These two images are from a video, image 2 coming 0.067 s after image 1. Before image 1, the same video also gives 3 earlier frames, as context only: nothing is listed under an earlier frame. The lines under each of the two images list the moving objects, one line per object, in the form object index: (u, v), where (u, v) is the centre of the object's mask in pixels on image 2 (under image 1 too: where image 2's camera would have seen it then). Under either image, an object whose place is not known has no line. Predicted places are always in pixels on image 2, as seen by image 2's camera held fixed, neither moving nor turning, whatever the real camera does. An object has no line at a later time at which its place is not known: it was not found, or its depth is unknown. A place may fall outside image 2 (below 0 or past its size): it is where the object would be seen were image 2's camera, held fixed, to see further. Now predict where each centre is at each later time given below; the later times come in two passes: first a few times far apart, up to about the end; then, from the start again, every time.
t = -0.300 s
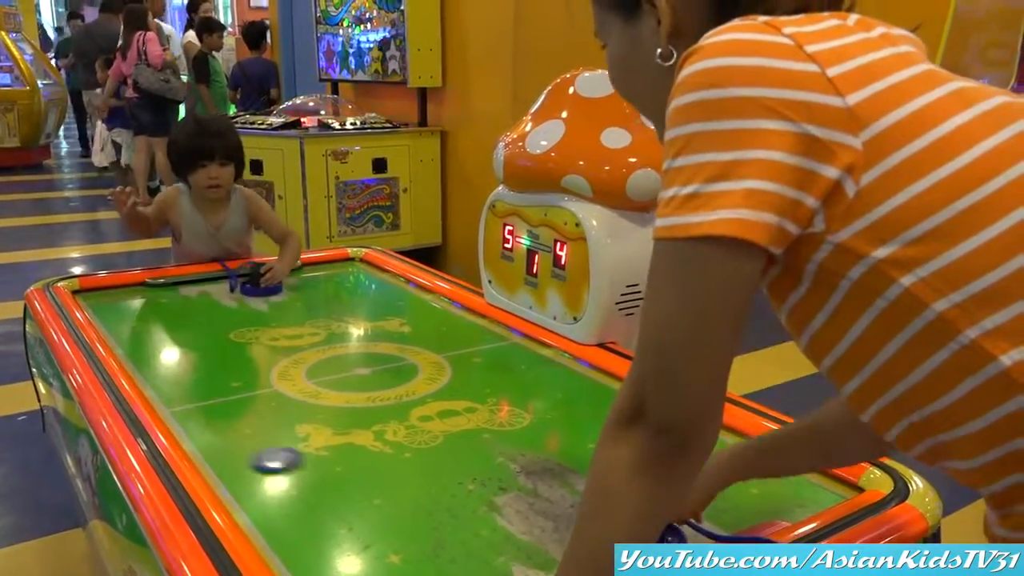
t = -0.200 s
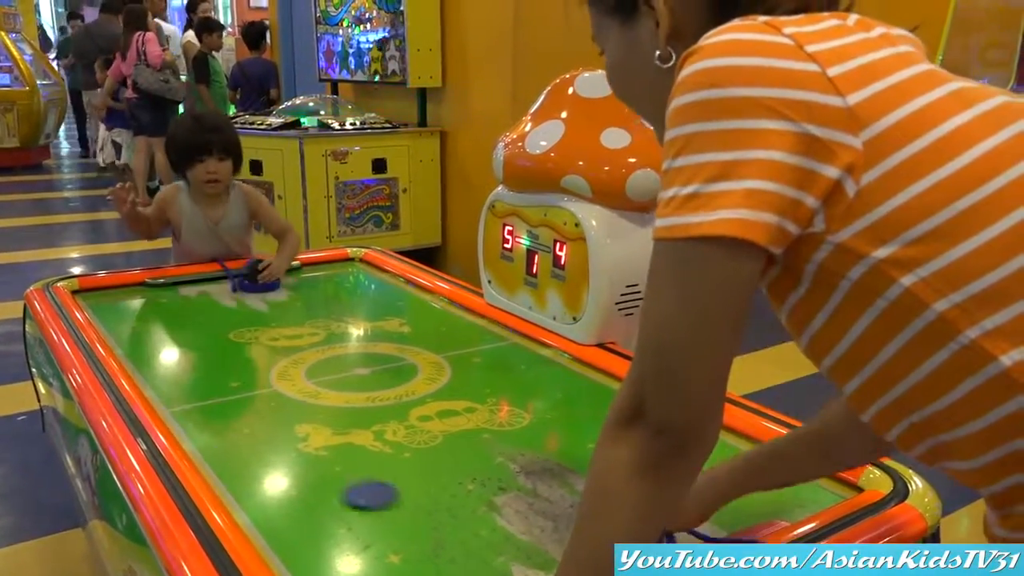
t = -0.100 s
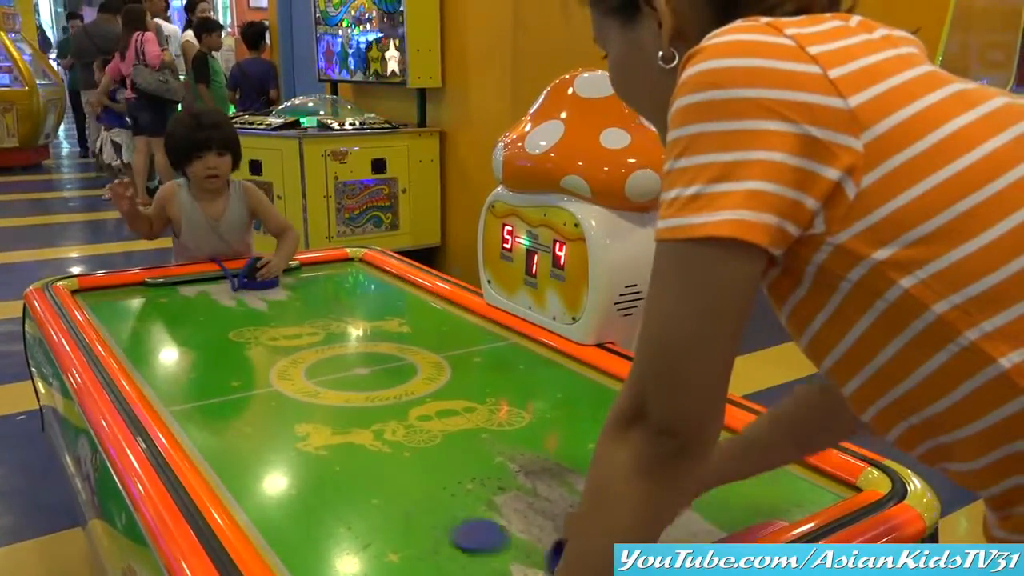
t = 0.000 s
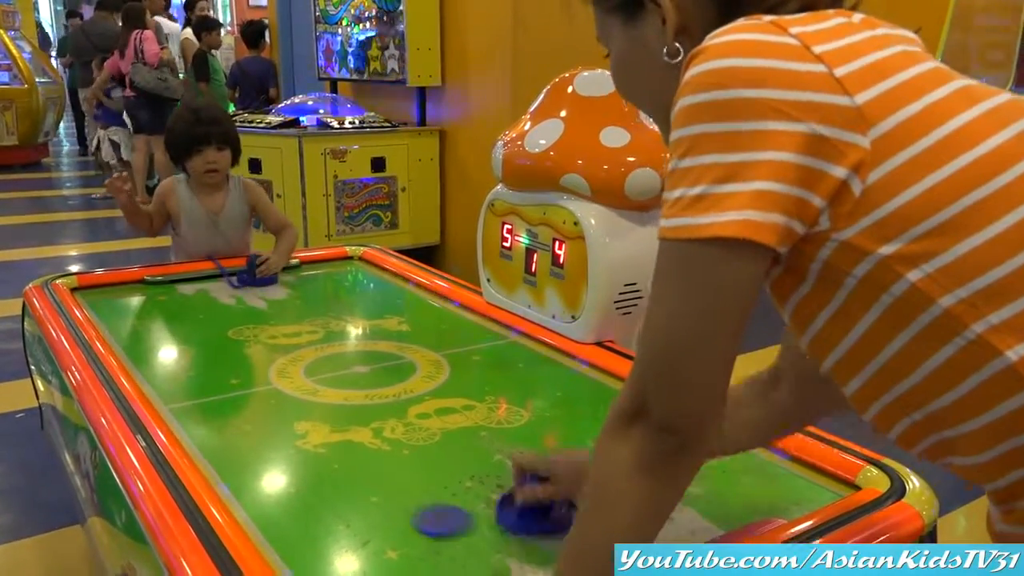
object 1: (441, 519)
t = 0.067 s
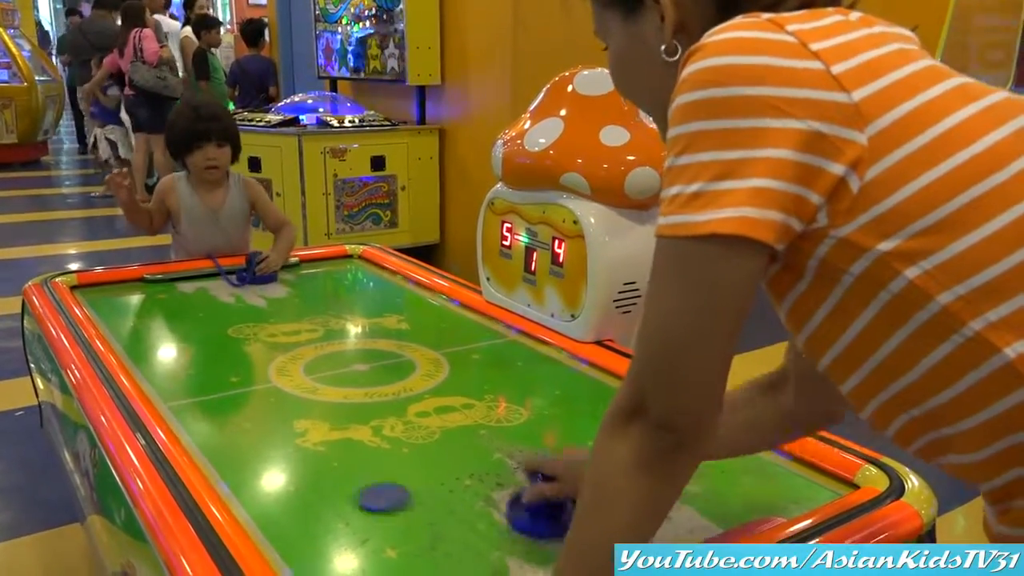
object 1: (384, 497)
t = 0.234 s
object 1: (260, 452)
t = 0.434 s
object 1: (173, 404)
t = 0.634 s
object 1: (187, 354)
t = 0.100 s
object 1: (358, 488)
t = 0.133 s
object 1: (332, 478)
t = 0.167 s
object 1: (308, 469)
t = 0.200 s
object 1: (282, 460)
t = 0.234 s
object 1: (260, 452)
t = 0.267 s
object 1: (239, 444)
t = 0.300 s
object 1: (218, 437)
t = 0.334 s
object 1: (197, 429)
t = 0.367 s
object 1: (183, 422)
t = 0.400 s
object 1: (175, 413)
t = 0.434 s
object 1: (173, 404)
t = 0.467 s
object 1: (174, 395)
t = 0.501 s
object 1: (177, 386)
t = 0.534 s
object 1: (179, 378)
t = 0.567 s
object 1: (182, 369)
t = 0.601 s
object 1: (184, 361)
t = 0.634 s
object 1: (187, 354)
